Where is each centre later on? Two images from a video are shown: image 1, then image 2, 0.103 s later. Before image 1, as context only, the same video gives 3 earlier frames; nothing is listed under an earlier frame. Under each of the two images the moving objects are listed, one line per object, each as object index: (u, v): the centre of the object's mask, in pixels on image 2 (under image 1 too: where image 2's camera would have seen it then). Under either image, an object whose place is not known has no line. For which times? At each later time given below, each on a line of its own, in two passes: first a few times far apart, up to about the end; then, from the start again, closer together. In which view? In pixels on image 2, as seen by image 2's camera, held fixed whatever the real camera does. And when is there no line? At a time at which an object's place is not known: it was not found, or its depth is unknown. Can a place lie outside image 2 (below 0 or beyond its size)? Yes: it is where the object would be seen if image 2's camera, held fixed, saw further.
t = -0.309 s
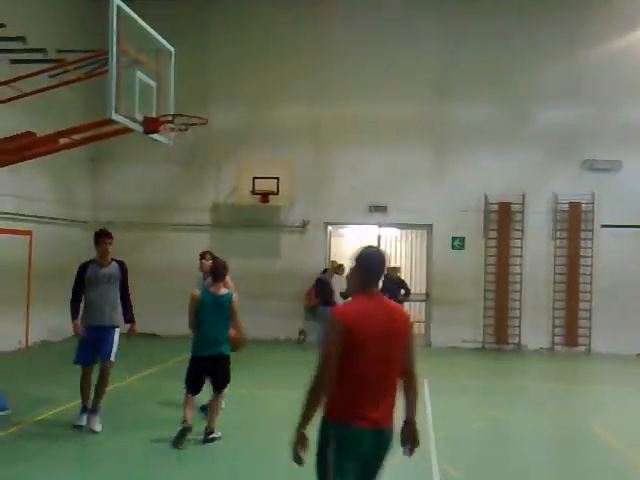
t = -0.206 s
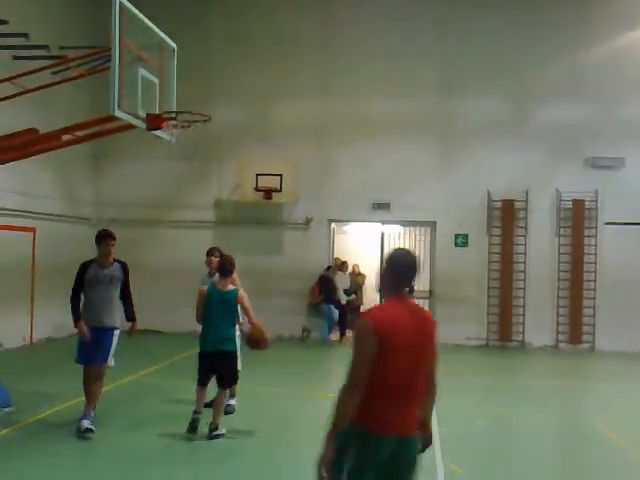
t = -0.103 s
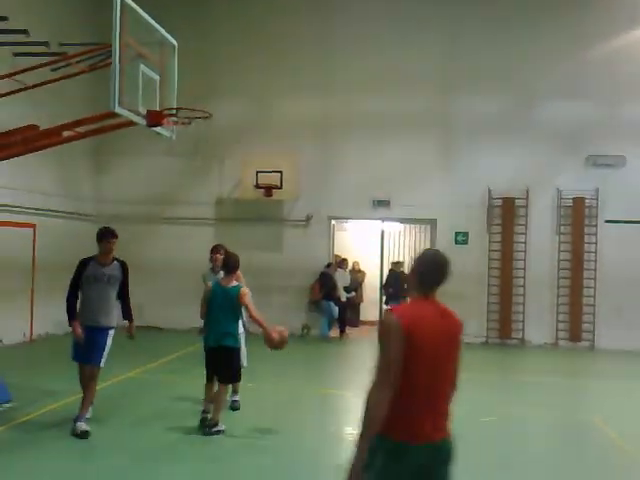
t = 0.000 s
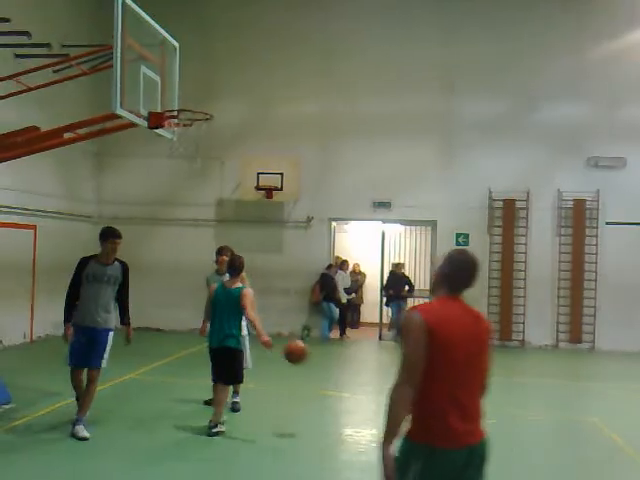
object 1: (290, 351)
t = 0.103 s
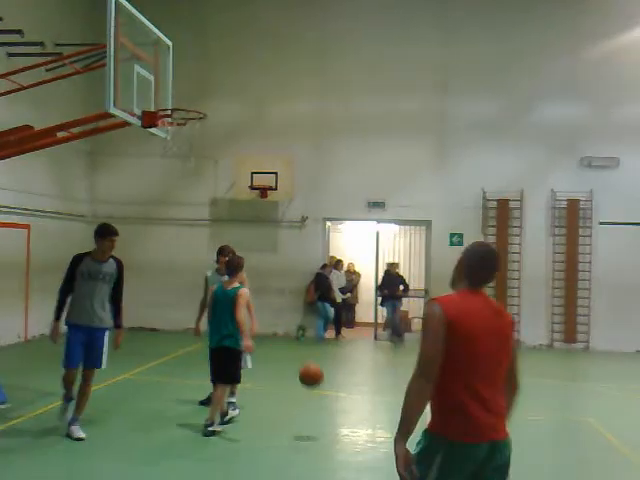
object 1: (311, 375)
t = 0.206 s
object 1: (330, 409)
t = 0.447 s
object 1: (357, 377)
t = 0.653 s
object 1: (375, 364)
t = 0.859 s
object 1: (392, 392)
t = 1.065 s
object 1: (406, 422)
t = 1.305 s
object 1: (426, 382)
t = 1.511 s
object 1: (445, 401)
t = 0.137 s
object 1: (317, 386)
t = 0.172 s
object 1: (324, 396)
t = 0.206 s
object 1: (330, 409)
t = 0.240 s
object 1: (336, 422)
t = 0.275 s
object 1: (341, 423)
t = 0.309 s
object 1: (344, 411)
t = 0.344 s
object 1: (348, 401)
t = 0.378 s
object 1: (351, 391)
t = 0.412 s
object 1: (354, 383)
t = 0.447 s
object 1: (357, 377)
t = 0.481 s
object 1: (360, 372)
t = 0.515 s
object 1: (363, 368)
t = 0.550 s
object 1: (366, 365)
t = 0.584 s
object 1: (369, 363)
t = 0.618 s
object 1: (372, 363)
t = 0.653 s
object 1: (375, 364)
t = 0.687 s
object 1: (378, 365)
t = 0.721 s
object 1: (381, 368)
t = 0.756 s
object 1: (384, 372)
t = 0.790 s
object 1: (387, 378)
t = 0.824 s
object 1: (390, 384)
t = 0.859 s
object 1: (392, 392)
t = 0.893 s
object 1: (395, 401)
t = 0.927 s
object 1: (399, 411)
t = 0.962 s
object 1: (401, 422)
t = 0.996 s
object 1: (403, 433)
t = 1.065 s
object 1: (406, 422)
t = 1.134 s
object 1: (412, 405)
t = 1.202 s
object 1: (419, 392)
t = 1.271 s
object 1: (423, 384)
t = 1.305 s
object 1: (426, 382)
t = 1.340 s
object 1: (429, 380)
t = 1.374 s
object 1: (434, 382)
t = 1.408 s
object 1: (435, 385)
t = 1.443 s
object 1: (440, 389)
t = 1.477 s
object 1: (443, 395)
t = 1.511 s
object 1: (445, 401)
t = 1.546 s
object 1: (446, 410)
